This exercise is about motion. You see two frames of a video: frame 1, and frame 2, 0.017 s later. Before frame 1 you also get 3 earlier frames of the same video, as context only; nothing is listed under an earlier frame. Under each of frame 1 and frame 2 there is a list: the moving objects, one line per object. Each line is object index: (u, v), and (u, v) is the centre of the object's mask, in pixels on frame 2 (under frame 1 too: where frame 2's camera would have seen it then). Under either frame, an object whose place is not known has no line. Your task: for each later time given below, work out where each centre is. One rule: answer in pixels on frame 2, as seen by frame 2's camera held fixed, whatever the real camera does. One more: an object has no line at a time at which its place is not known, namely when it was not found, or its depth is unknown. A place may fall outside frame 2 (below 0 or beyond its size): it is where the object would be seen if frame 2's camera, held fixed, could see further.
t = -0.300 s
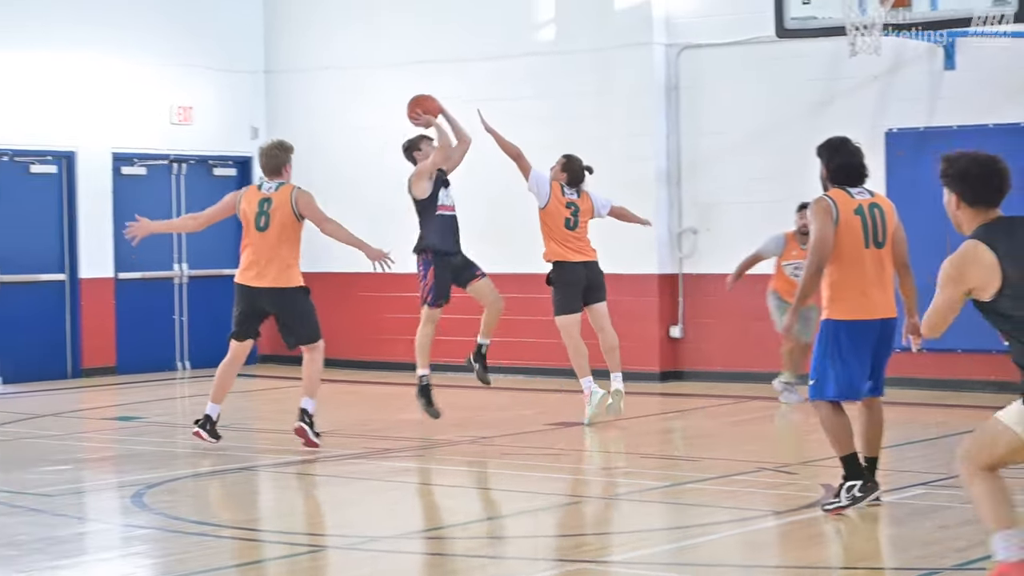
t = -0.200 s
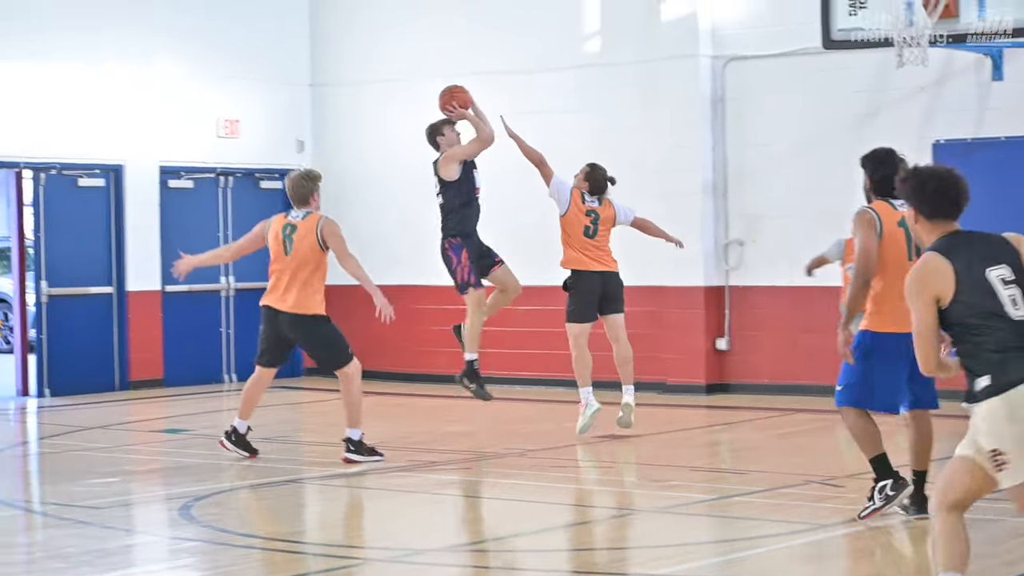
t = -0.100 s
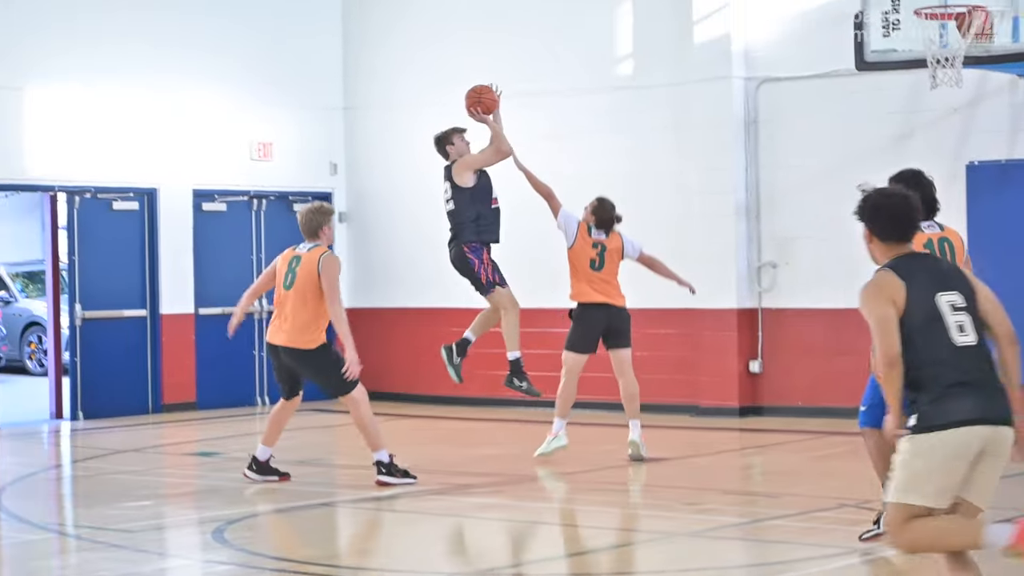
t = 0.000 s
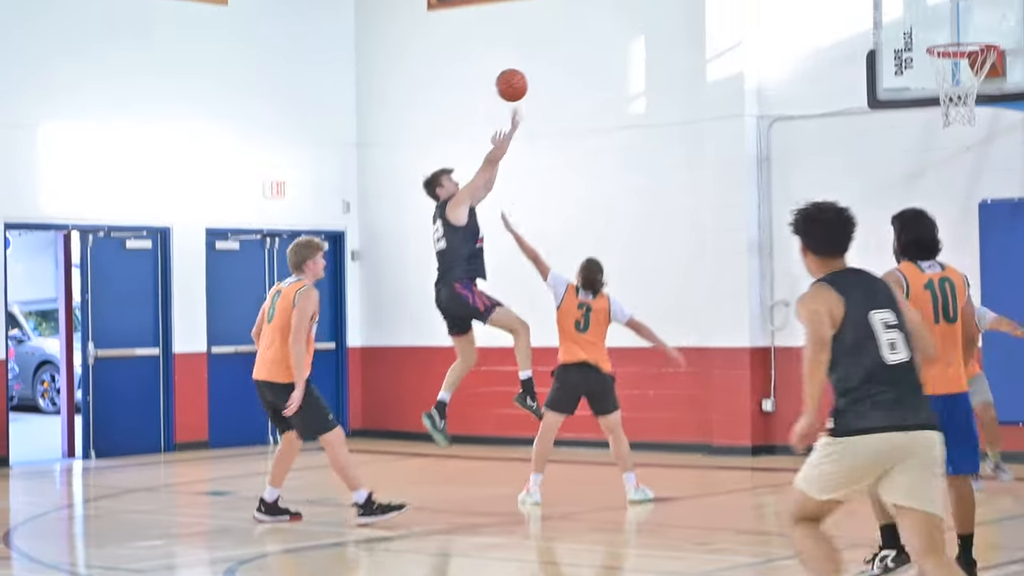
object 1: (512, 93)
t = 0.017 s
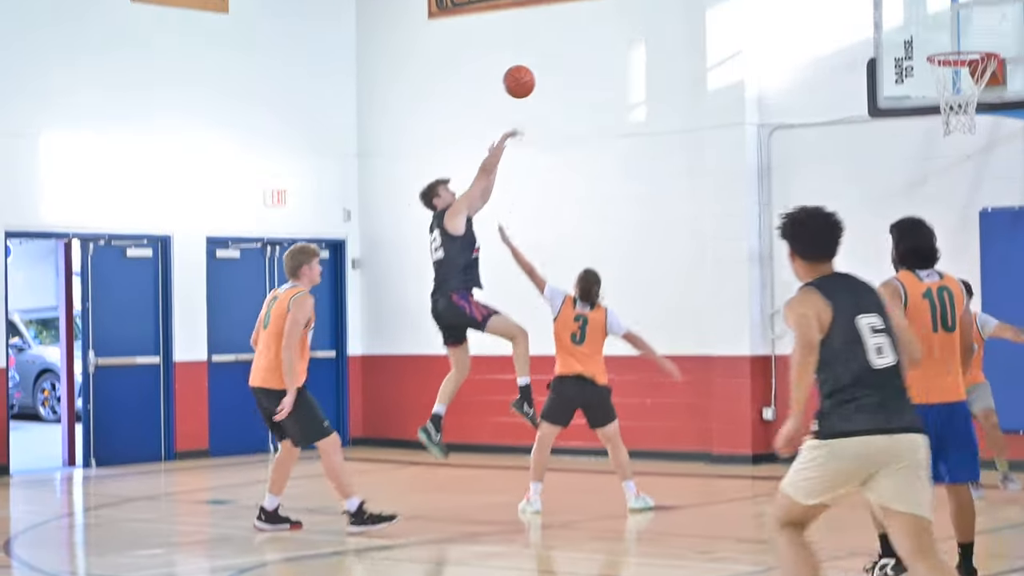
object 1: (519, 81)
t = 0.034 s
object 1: (526, 70)
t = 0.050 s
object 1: (532, 59)
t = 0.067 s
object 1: (538, 48)
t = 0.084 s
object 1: (545, 38)
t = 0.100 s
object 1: (552, 27)
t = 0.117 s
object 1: (559, 18)
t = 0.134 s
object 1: (566, 8)
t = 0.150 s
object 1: (574, -1)
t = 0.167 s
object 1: (582, -10)
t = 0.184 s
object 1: (589, -18)
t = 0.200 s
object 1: (596, -27)
